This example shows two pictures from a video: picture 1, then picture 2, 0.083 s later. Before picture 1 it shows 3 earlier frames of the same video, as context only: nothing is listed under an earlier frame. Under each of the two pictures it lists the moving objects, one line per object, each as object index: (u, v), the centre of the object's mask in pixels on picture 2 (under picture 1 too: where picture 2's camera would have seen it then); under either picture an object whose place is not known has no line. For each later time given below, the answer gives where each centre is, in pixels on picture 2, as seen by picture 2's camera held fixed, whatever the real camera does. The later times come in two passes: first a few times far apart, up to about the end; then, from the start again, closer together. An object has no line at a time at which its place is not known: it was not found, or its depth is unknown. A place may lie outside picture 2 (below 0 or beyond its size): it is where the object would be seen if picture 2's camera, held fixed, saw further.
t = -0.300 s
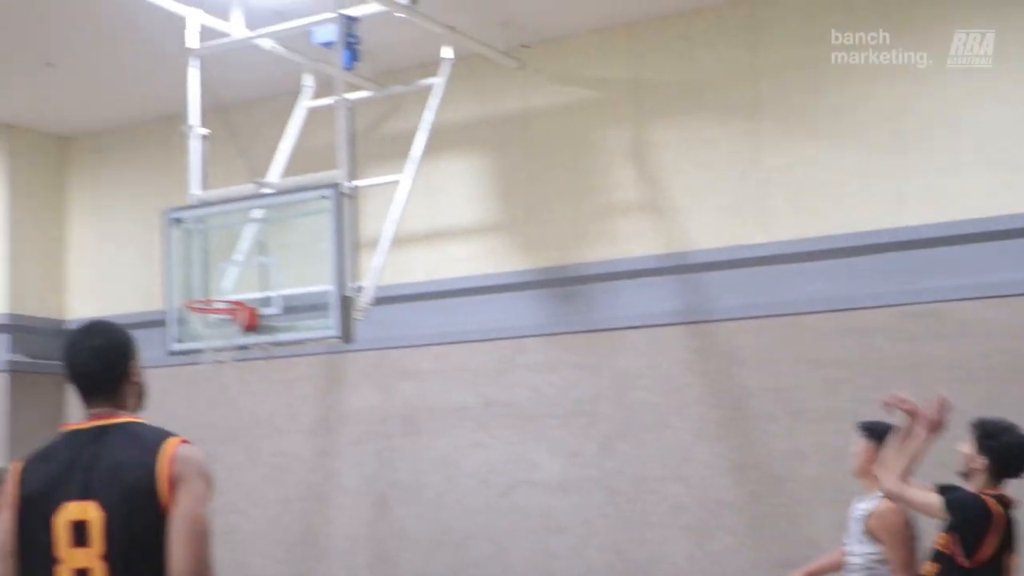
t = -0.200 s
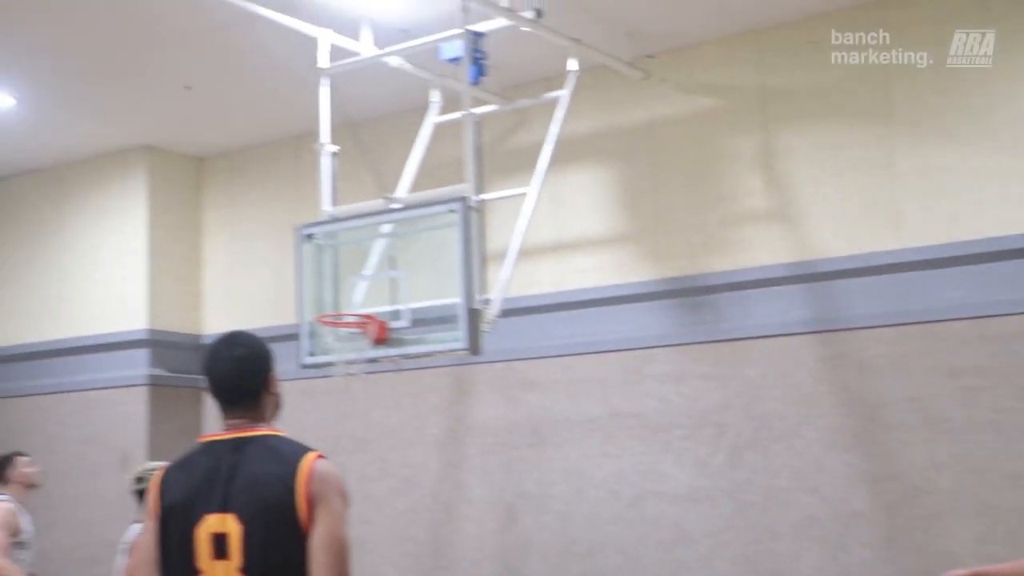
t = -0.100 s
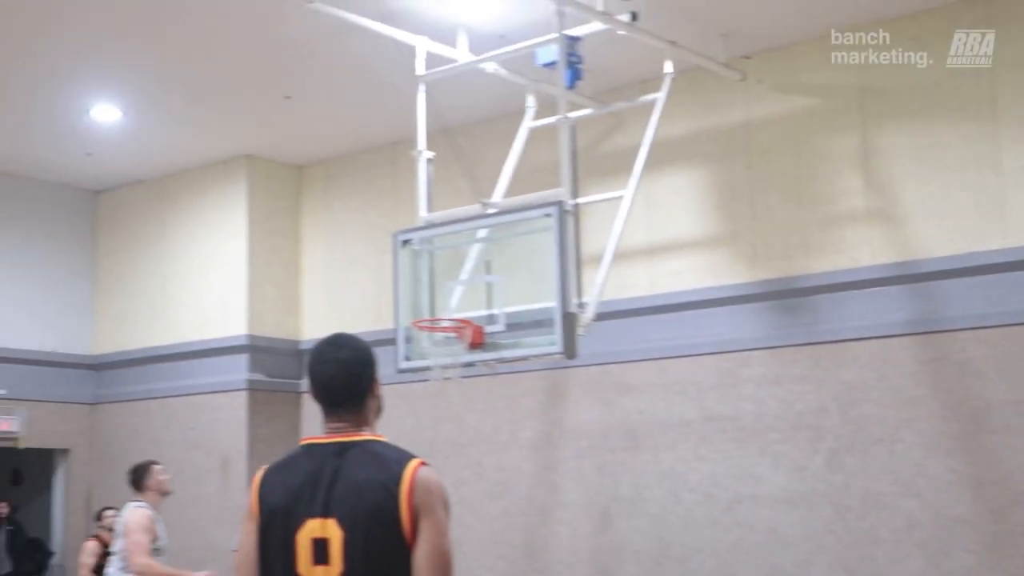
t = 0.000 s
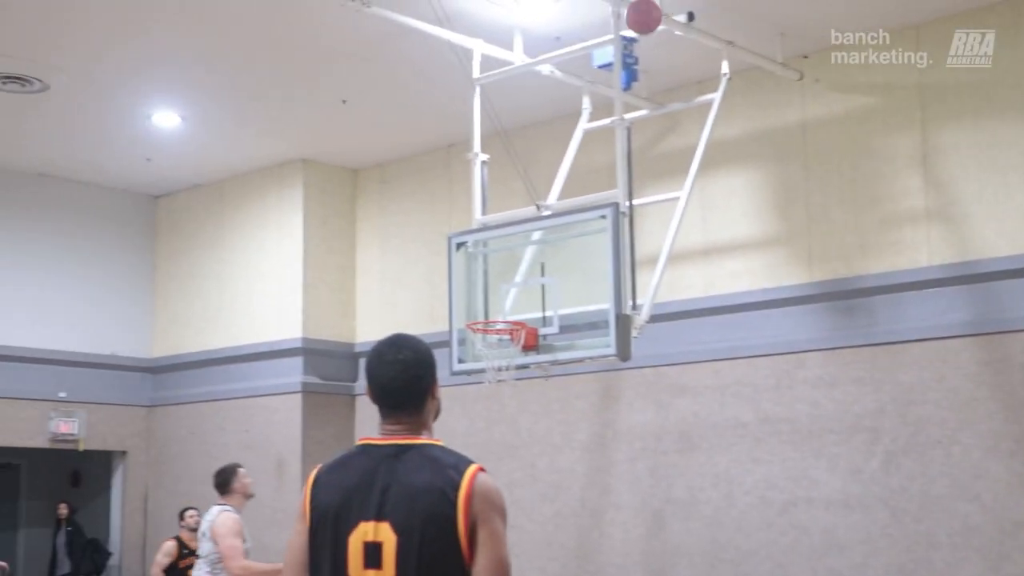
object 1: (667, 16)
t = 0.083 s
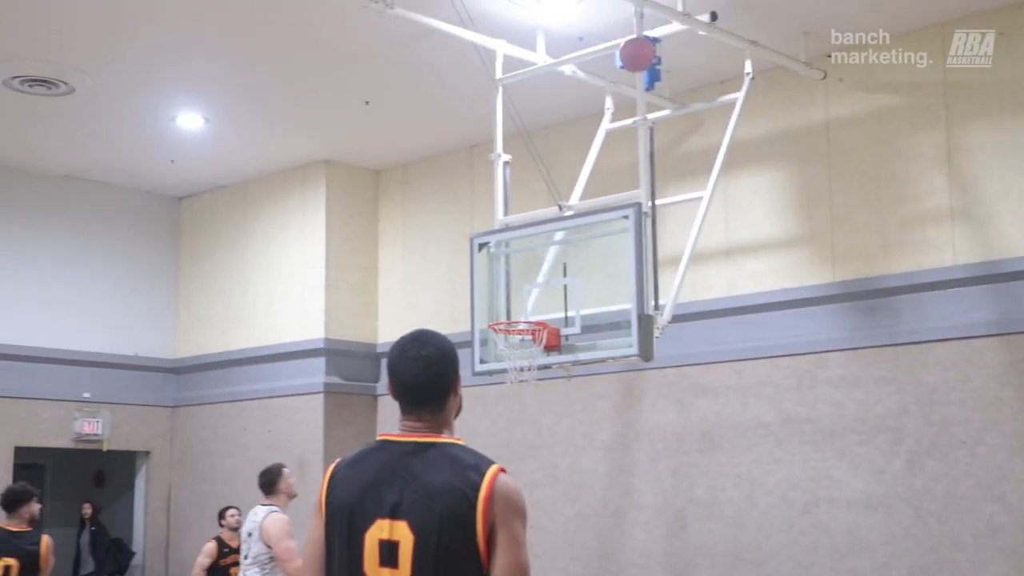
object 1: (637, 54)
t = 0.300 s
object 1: (569, 181)
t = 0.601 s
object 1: (504, 359)
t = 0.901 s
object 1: (489, 416)
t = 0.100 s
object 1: (631, 62)
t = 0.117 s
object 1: (625, 71)
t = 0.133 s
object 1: (620, 80)
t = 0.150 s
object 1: (614, 89)
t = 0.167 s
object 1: (609, 98)
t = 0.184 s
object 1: (604, 107)
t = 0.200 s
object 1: (598, 117)
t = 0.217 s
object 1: (593, 128)
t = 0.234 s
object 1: (588, 138)
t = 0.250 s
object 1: (583, 148)
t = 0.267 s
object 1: (579, 159)
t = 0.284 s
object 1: (574, 170)
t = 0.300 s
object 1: (569, 181)
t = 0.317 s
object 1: (565, 192)
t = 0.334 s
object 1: (560, 203)
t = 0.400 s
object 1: (543, 253)
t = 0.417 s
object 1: (539, 265)
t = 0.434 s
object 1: (534, 277)
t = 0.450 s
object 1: (530, 290)
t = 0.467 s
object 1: (526, 304)
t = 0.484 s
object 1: (522, 313)
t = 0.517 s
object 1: (514, 338)
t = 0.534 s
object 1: (512, 344)
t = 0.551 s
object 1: (508, 354)
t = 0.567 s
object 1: (506, 357)
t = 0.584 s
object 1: (504, 358)
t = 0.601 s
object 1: (504, 359)
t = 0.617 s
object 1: (503, 359)
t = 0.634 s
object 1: (503, 359)
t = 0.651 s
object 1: (501, 361)
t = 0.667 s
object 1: (500, 362)
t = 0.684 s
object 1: (499, 365)
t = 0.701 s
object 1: (499, 366)
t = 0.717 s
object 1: (498, 369)
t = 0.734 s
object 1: (497, 371)
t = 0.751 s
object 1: (496, 375)
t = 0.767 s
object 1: (495, 378)
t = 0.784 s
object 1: (494, 382)
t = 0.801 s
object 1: (493, 386)
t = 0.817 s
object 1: (492, 390)
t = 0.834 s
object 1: (492, 395)
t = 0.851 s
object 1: (491, 400)
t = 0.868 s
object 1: (490, 405)
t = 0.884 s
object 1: (489, 410)
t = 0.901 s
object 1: (489, 416)
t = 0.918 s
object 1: (488, 422)
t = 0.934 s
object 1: (487, 429)
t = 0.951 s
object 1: (486, 436)
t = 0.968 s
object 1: (485, 444)
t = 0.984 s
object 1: (484, 451)
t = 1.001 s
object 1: (483, 459)
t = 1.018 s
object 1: (484, 467)
